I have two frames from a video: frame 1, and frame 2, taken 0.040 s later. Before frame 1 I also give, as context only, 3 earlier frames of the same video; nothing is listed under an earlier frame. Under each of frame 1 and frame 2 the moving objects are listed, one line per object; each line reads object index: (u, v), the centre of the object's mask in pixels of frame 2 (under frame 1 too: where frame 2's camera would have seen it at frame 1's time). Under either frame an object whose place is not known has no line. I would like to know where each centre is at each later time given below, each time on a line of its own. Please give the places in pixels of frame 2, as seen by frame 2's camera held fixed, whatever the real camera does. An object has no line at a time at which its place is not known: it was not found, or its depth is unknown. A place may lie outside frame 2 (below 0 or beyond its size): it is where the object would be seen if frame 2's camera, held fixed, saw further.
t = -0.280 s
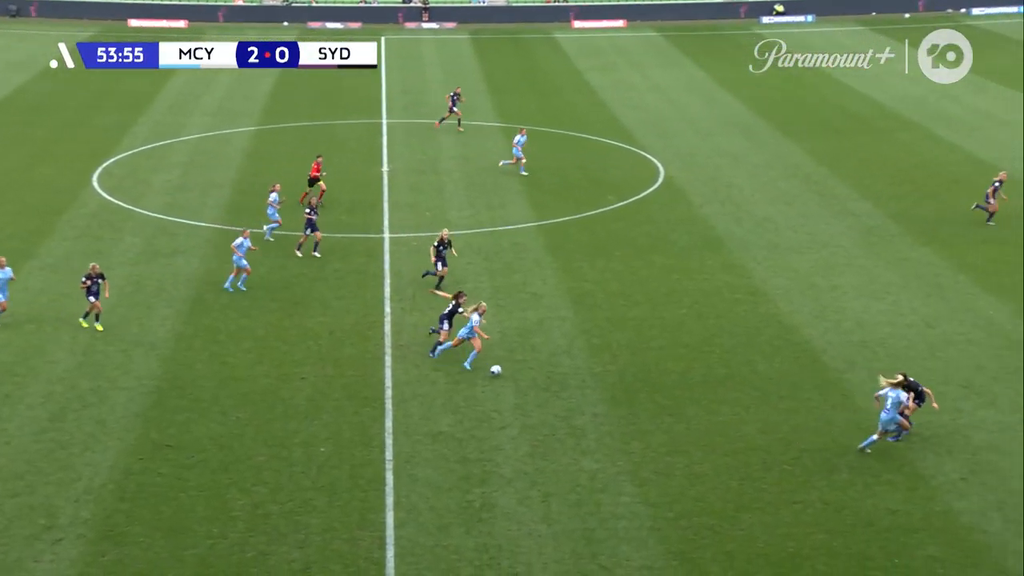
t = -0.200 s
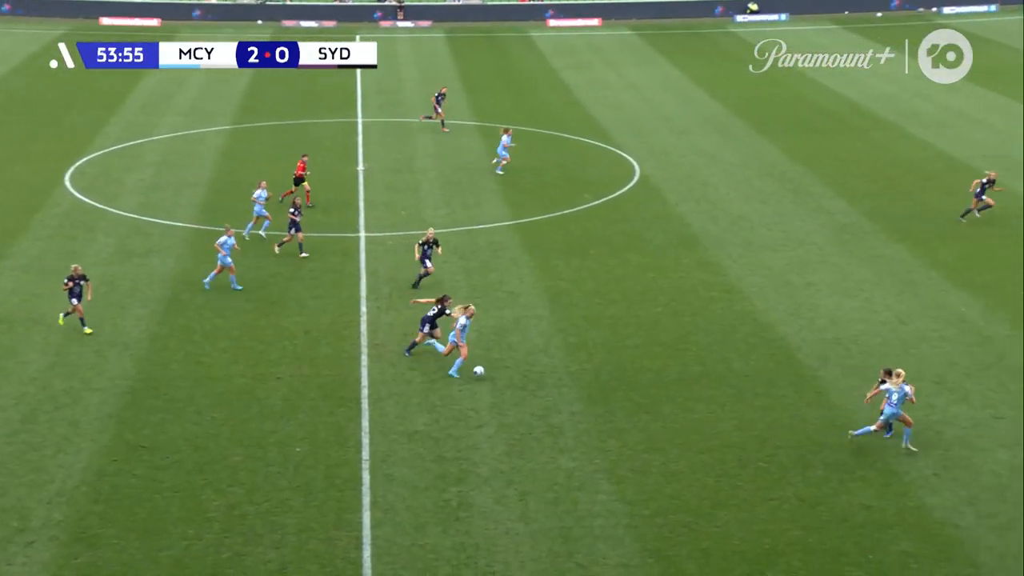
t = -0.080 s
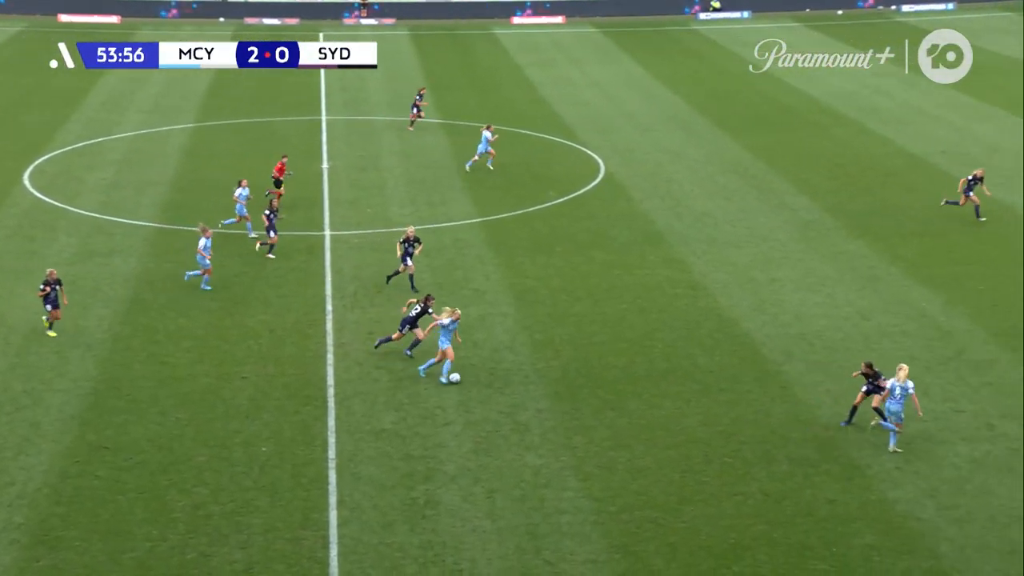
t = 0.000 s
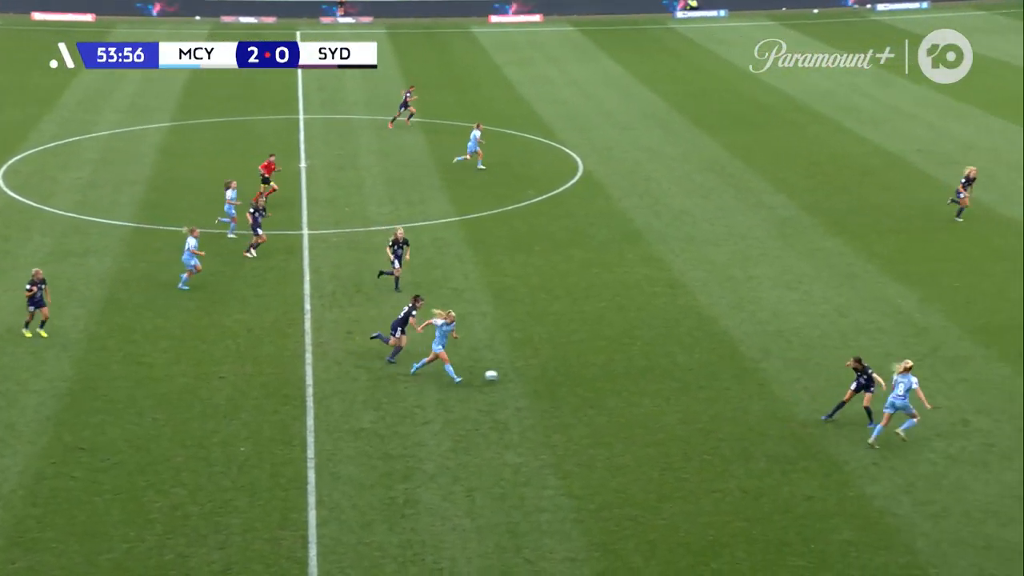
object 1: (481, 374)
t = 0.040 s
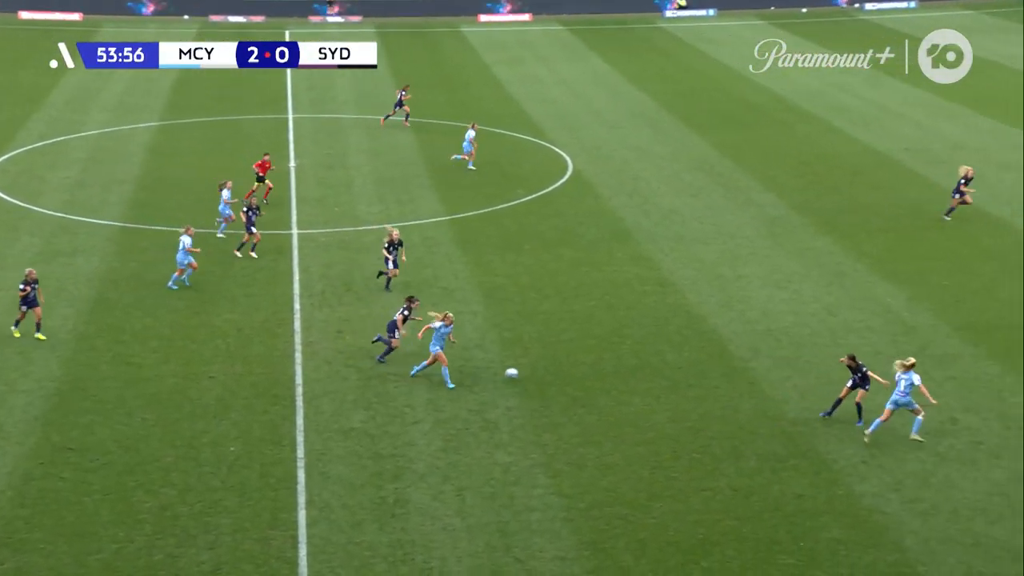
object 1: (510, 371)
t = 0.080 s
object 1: (542, 372)
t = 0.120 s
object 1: (571, 372)
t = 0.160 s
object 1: (601, 375)
